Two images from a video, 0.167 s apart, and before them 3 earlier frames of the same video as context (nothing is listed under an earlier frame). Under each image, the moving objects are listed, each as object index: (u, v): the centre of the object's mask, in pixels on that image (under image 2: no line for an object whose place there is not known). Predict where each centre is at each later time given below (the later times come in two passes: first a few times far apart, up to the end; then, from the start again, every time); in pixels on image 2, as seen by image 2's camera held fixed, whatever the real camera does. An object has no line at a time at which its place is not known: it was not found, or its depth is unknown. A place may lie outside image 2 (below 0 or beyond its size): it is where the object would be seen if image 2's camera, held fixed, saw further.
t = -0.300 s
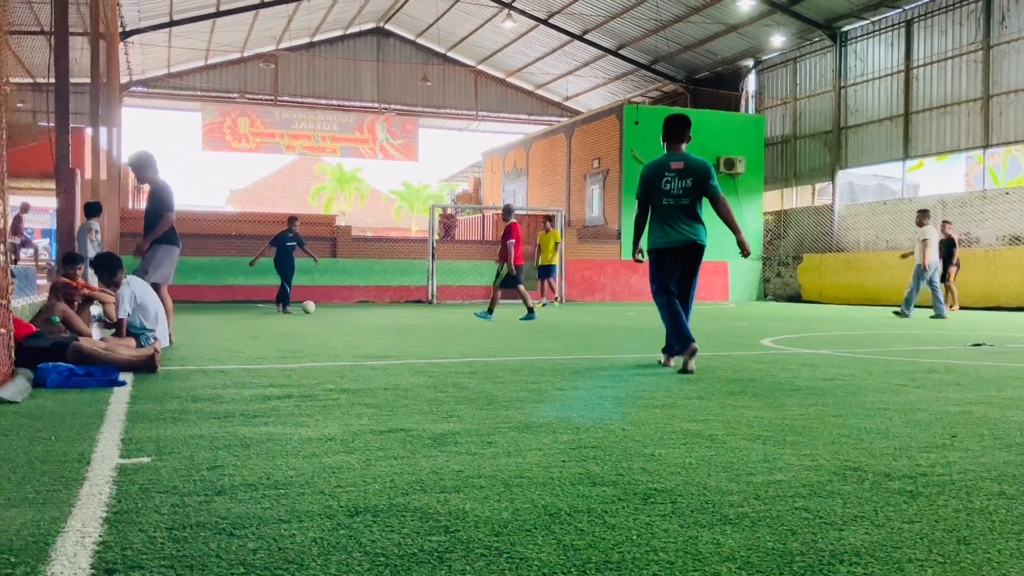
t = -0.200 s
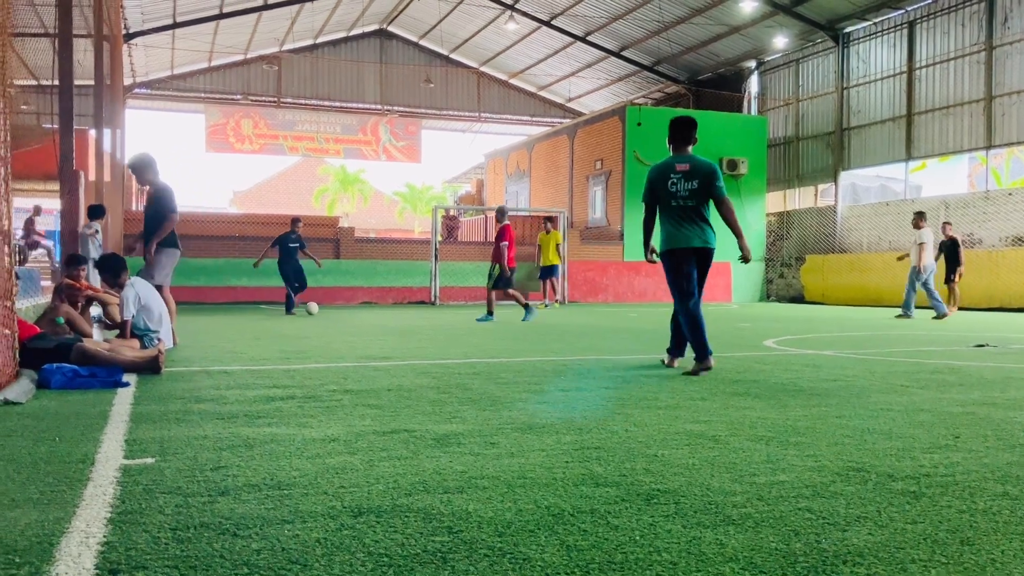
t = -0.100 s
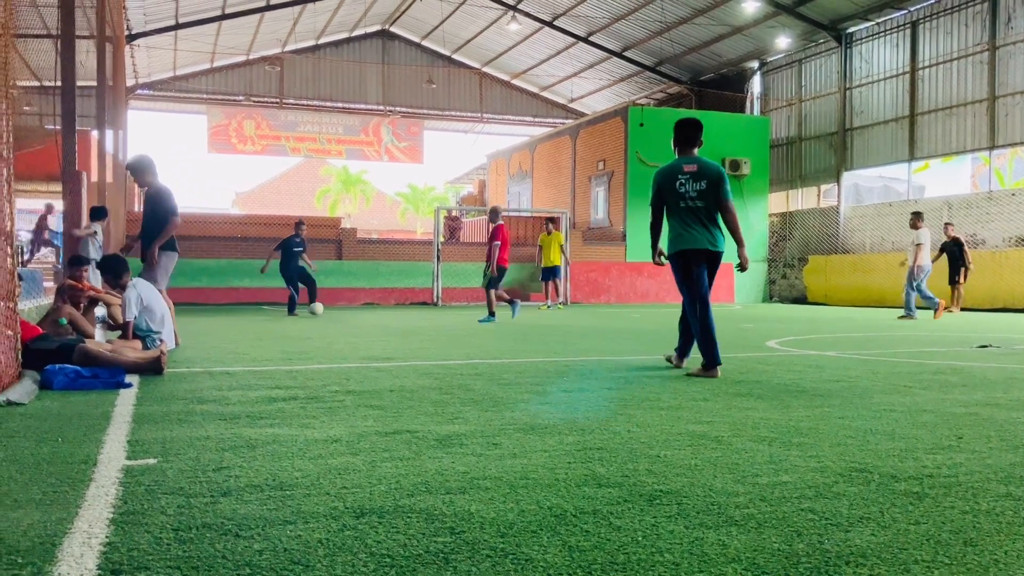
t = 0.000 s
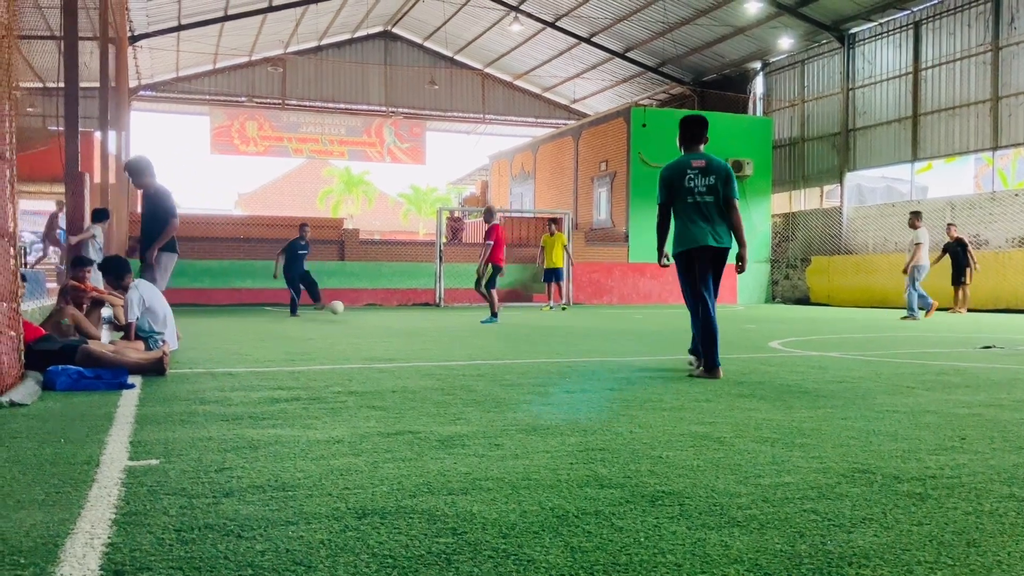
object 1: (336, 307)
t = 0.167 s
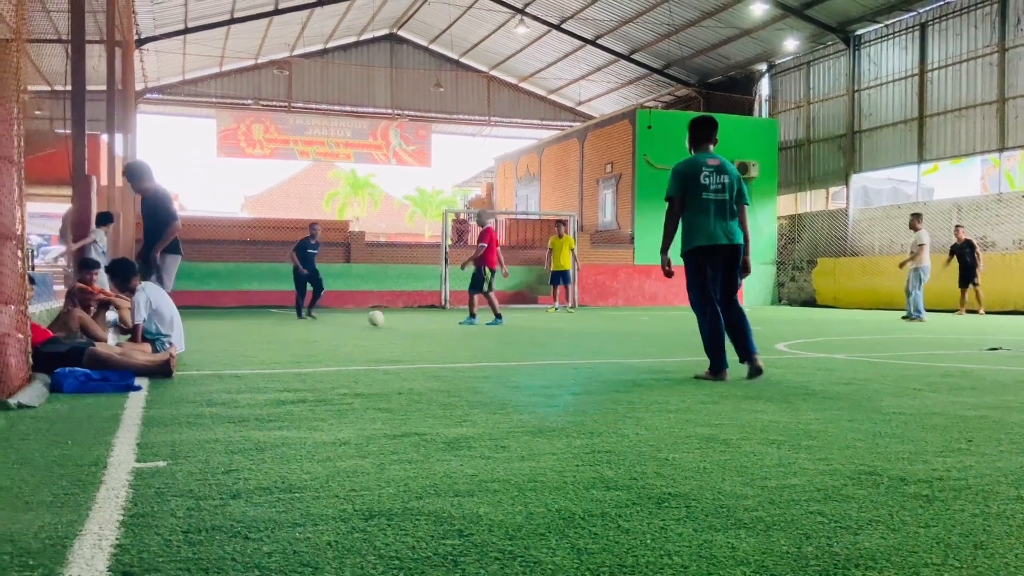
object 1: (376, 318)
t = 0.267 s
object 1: (396, 318)
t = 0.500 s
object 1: (448, 327)
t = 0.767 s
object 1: (513, 336)
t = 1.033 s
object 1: (589, 346)
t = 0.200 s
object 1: (383, 317)
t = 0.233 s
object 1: (389, 317)
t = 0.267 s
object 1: (396, 318)
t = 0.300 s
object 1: (404, 320)
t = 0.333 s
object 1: (411, 323)
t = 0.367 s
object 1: (419, 323)
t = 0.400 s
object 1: (426, 323)
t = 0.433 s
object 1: (433, 325)
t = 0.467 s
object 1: (441, 327)
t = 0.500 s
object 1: (448, 327)
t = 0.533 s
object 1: (456, 327)
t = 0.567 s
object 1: (463, 329)
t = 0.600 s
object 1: (471, 331)
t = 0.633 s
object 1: (479, 332)
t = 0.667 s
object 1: (487, 332)
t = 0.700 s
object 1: (495, 333)
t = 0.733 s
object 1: (504, 335)
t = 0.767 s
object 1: (513, 336)
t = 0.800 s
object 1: (521, 338)
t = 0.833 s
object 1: (531, 339)
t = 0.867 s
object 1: (540, 340)
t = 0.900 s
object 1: (549, 343)
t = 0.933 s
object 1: (559, 343)
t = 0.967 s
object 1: (568, 345)
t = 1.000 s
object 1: (579, 346)
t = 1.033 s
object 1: (589, 346)
